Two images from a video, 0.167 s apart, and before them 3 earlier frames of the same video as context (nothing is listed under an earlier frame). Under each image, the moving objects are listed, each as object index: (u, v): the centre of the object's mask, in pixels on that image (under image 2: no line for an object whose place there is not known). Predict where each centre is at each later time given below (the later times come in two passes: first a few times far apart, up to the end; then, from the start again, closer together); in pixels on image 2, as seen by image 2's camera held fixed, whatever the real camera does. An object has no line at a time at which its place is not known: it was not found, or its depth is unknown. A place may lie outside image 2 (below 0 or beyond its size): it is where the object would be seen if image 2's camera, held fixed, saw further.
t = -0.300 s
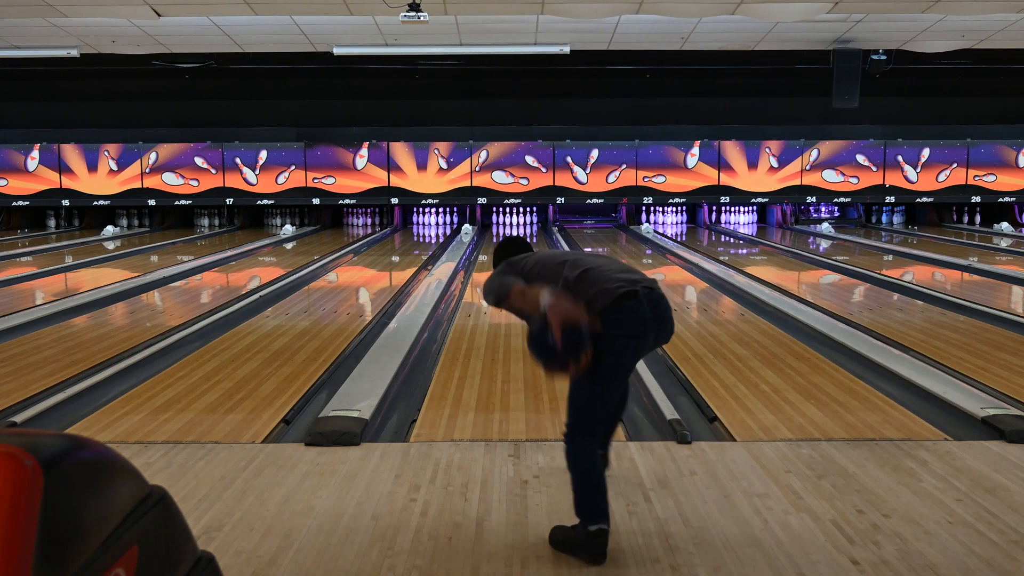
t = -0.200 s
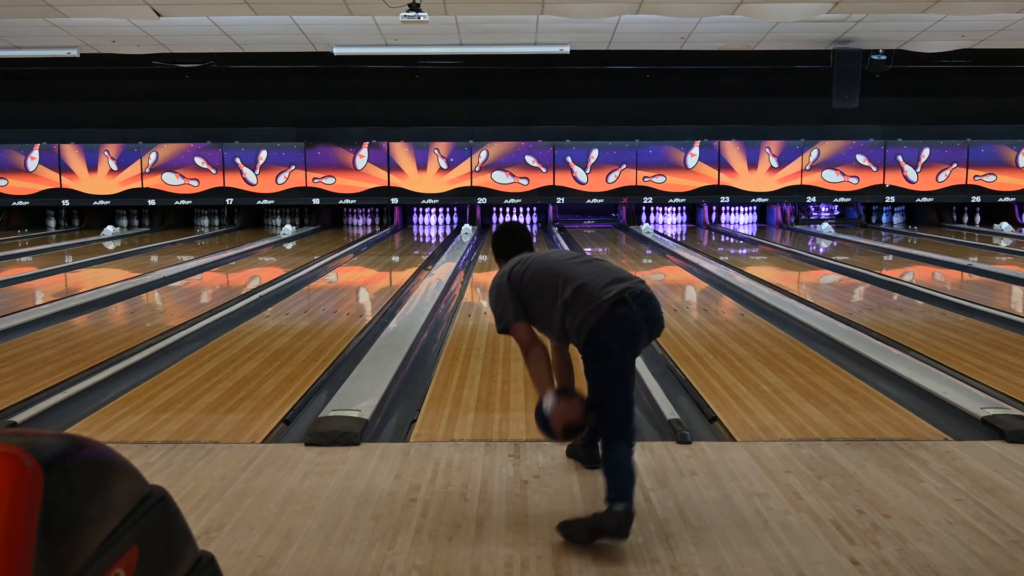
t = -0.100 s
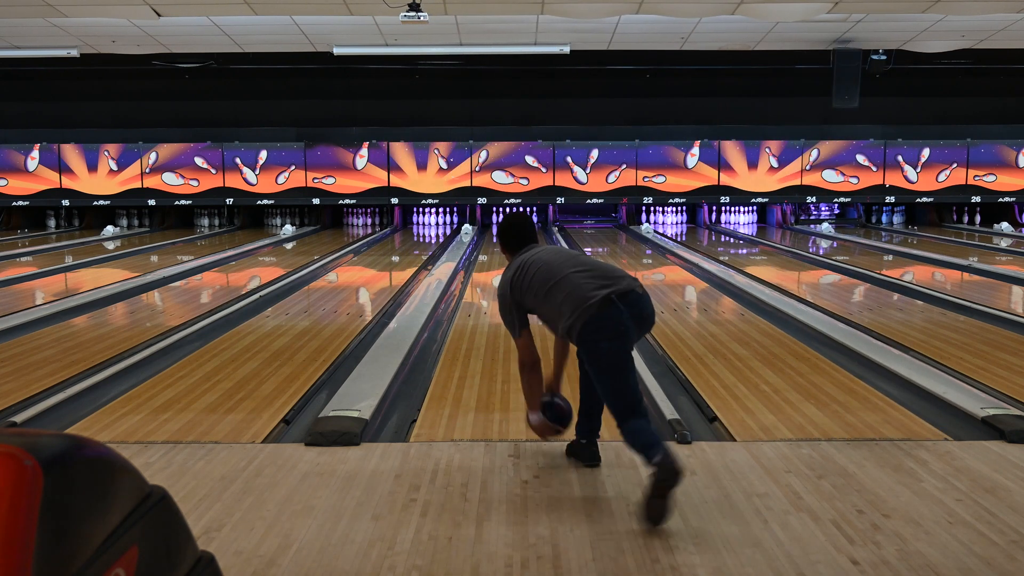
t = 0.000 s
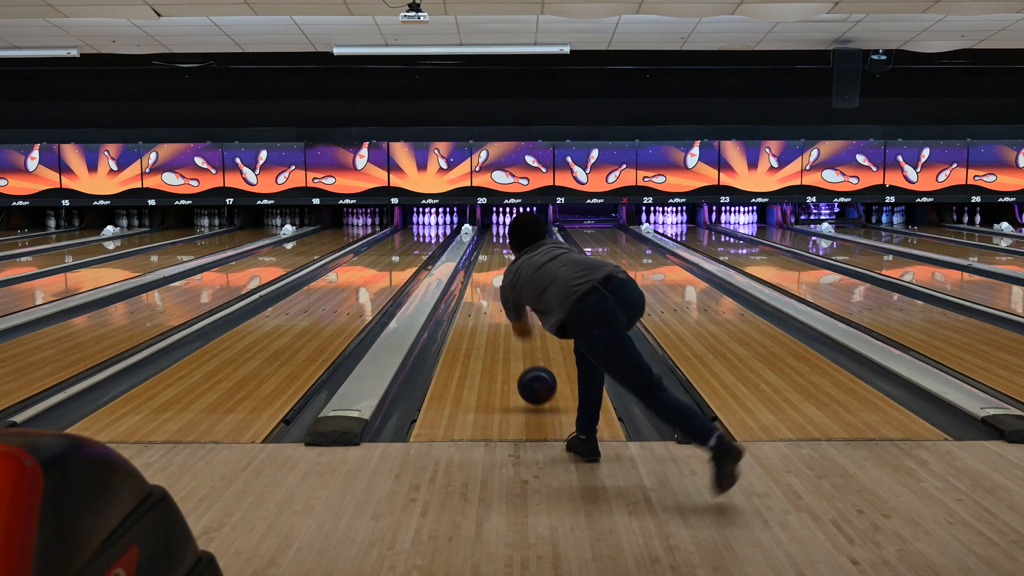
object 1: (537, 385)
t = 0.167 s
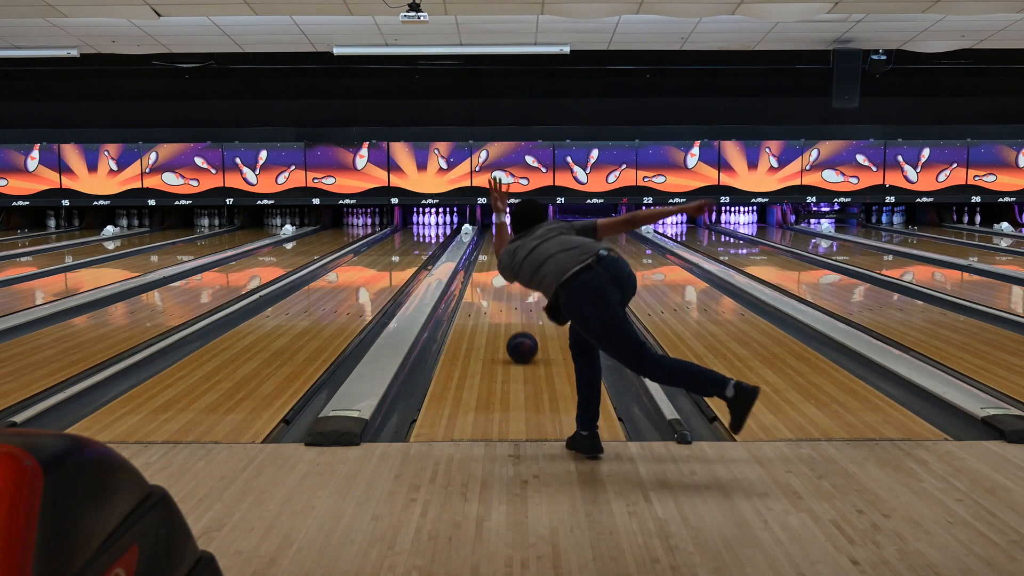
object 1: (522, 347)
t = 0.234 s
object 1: (517, 334)
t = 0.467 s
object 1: (507, 301)
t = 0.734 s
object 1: (497, 276)
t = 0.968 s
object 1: (493, 260)
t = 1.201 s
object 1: (489, 248)
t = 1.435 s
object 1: (489, 239)
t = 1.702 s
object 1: (492, 232)
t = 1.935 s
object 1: (499, 227)
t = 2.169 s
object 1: (508, 222)
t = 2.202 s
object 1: (509, 221)
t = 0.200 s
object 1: (519, 340)
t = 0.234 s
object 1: (517, 334)
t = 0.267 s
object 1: (515, 328)
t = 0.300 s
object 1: (513, 322)
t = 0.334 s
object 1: (512, 317)
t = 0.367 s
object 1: (510, 313)
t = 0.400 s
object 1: (509, 308)
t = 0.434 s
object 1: (507, 304)
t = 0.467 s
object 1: (507, 301)
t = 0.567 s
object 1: (495, 288)
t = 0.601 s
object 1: (496, 286)
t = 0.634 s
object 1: (497, 284)
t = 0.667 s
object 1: (497, 282)
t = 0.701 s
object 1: (497, 280)
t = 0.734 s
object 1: (497, 276)
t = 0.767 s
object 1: (497, 273)
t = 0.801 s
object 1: (496, 270)
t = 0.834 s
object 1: (496, 268)
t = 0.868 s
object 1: (495, 266)
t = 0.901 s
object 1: (495, 263)
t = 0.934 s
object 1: (494, 262)
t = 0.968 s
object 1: (493, 260)
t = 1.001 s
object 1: (492, 258)
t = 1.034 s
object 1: (491, 256)
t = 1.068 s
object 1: (491, 255)
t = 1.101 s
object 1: (490, 253)
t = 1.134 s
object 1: (490, 251)
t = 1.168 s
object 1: (490, 250)
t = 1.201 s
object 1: (489, 248)
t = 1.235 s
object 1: (488, 247)
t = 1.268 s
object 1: (488, 246)
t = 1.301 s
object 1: (488, 245)
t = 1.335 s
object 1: (489, 243)
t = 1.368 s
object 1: (489, 242)
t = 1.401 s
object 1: (489, 241)
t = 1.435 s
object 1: (489, 239)
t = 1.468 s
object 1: (489, 239)
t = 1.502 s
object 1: (489, 237)
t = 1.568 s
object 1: (491, 237)
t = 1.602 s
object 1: (491, 234)
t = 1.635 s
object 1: (491, 234)
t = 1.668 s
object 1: (491, 233)
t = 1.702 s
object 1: (492, 232)
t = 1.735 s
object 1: (493, 232)
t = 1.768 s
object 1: (494, 230)
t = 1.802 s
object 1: (494, 230)
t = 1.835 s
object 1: (495, 229)
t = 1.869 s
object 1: (497, 228)
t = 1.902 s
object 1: (498, 227)
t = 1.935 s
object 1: (499, 227)
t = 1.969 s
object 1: (500, 226)
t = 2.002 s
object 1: (502, 225)
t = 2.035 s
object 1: (503, 224)
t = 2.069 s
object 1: (505, 224)
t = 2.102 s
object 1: (506, 223)
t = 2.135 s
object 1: (507, 223)
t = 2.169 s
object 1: (508, 222)
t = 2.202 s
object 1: (509, 221)
